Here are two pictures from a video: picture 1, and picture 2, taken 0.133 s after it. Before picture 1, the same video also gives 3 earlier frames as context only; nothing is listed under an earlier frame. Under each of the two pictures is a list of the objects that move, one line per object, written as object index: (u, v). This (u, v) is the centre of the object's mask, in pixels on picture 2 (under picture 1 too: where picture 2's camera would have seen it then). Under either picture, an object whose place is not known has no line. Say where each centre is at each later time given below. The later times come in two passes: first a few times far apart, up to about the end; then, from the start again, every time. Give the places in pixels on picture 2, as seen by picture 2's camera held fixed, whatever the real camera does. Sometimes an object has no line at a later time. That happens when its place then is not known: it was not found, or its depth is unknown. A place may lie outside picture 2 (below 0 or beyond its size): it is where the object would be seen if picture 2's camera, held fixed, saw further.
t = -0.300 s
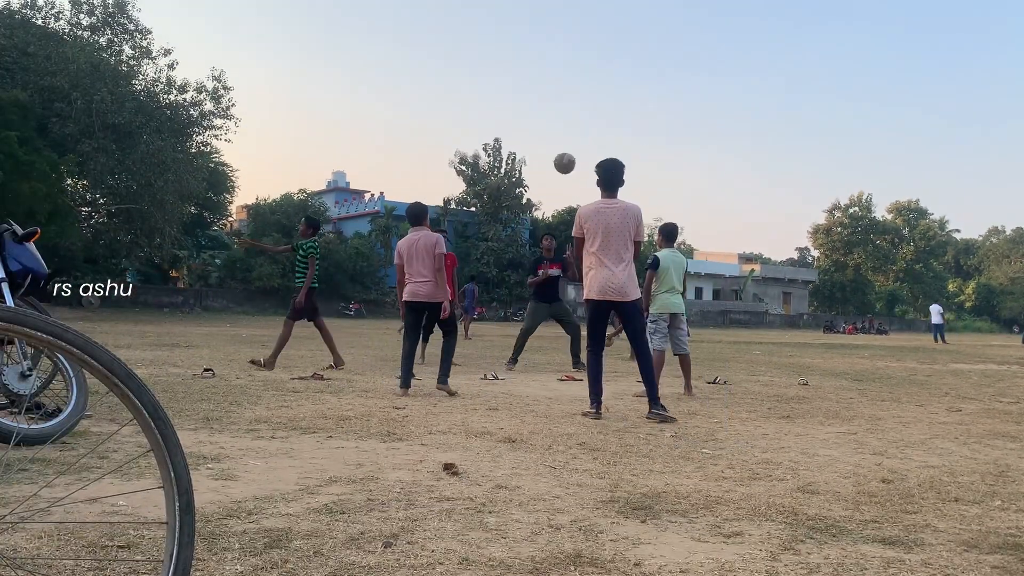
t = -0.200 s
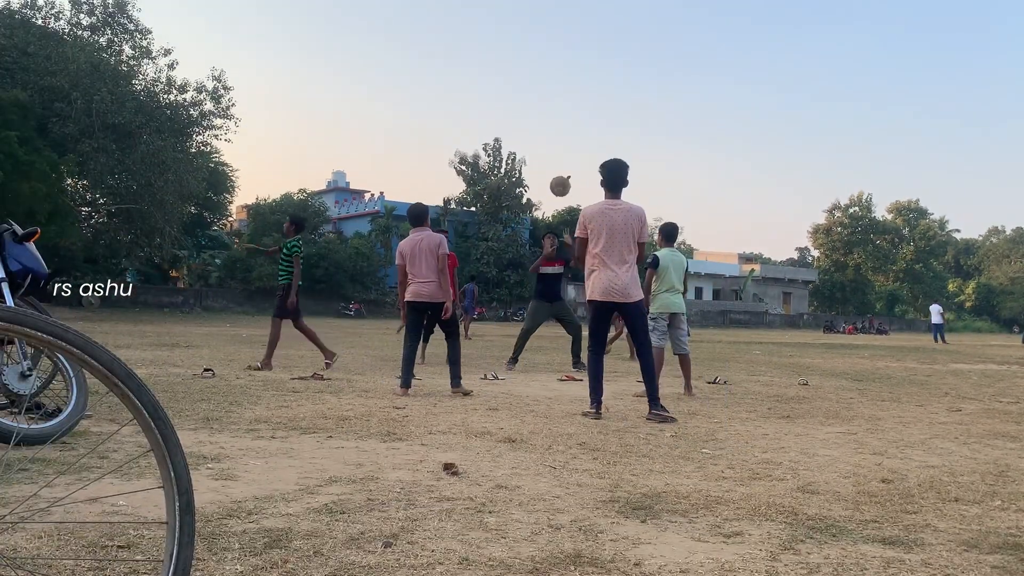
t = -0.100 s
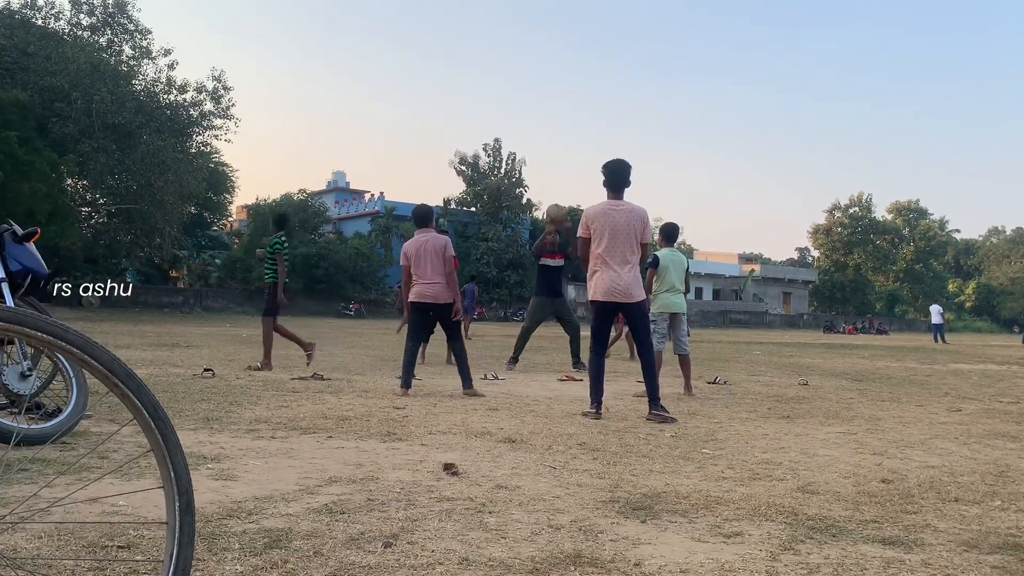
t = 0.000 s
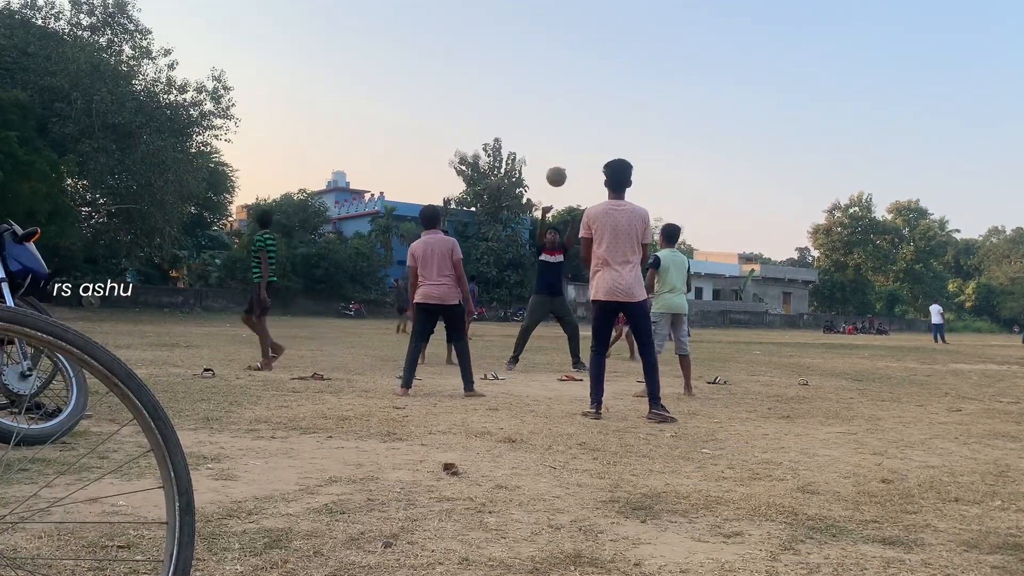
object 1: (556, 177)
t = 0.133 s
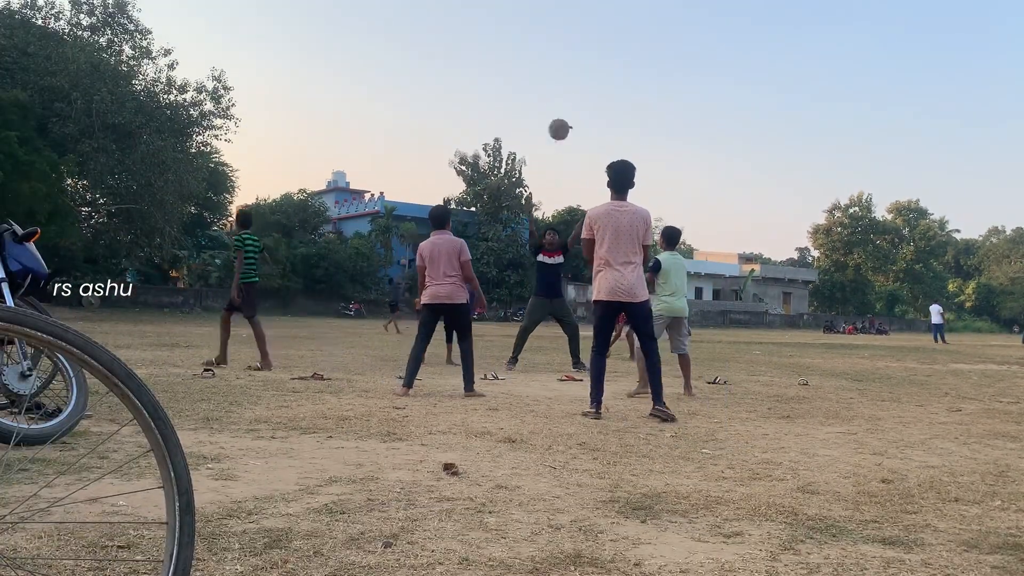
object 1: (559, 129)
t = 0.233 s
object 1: (560, 102)
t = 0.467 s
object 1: (561, 74)
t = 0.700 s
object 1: (558, 98)
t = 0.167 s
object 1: (560, 119)
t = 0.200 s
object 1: (560, 110)
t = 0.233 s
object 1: (560, 102)
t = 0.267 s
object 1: (560, 95)
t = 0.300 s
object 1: (560, 89)
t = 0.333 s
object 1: (560, 84)
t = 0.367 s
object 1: (561, 80)
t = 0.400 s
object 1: (560, 77)
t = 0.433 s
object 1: (560, 75)
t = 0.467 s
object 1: (561, 74)
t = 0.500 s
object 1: (561, 73)
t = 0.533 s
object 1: (560, 74)
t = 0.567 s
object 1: (560, 77)
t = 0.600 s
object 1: (559, 80)
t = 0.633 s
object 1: (559, 85)
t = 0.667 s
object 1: (559, 91)
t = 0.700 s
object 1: (558, 98)
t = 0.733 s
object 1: (558, 106)
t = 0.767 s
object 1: (557, 116)
